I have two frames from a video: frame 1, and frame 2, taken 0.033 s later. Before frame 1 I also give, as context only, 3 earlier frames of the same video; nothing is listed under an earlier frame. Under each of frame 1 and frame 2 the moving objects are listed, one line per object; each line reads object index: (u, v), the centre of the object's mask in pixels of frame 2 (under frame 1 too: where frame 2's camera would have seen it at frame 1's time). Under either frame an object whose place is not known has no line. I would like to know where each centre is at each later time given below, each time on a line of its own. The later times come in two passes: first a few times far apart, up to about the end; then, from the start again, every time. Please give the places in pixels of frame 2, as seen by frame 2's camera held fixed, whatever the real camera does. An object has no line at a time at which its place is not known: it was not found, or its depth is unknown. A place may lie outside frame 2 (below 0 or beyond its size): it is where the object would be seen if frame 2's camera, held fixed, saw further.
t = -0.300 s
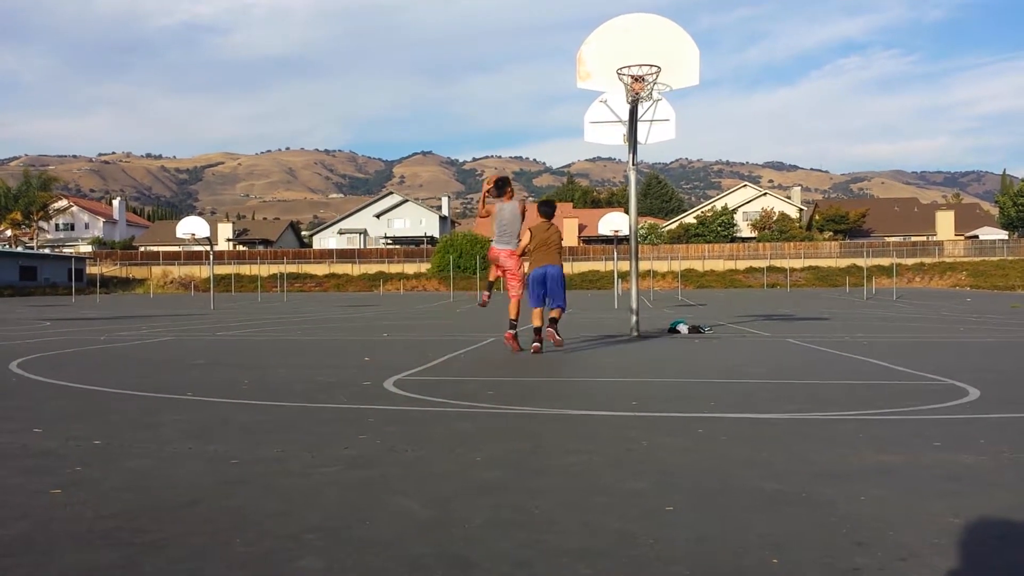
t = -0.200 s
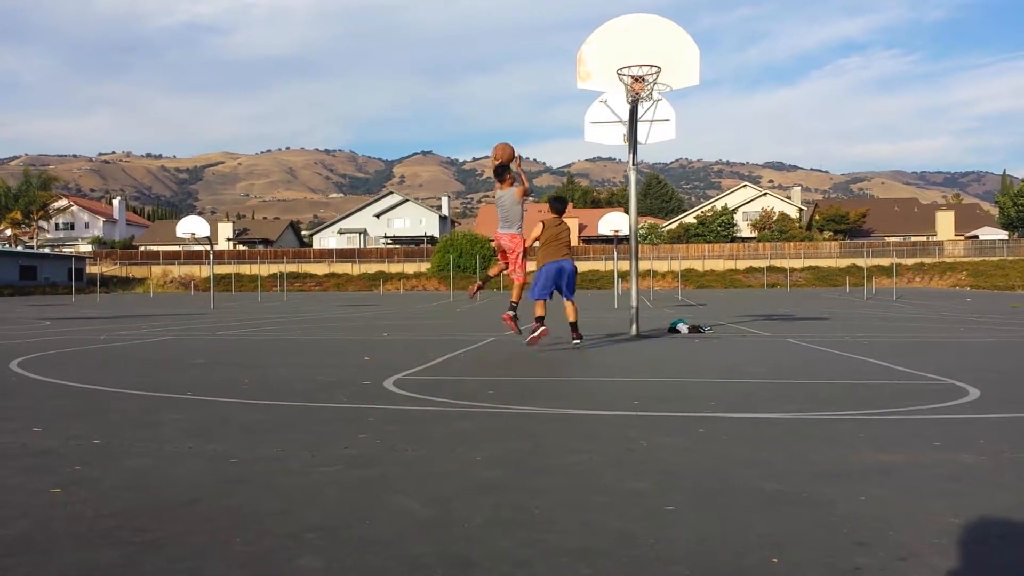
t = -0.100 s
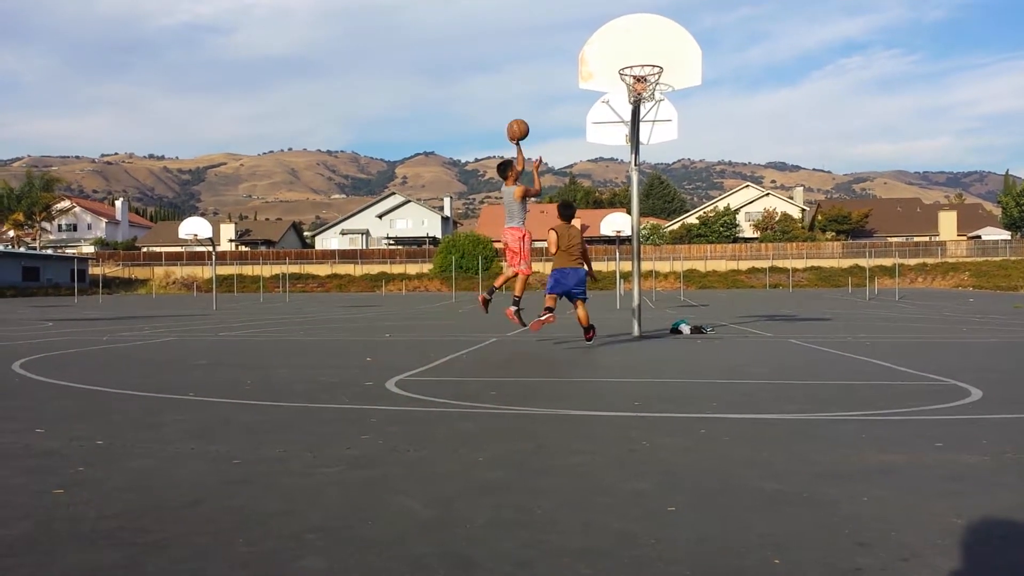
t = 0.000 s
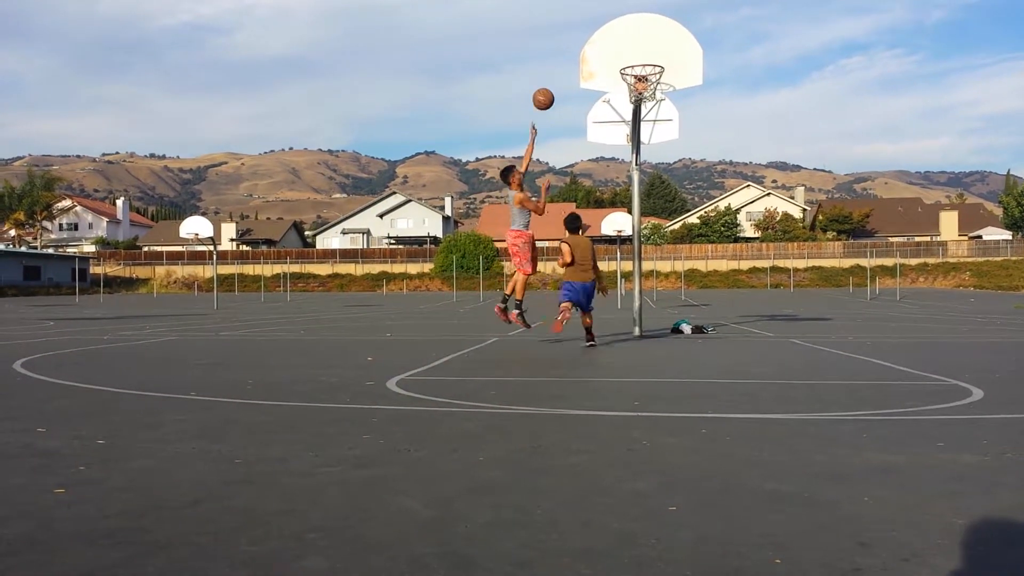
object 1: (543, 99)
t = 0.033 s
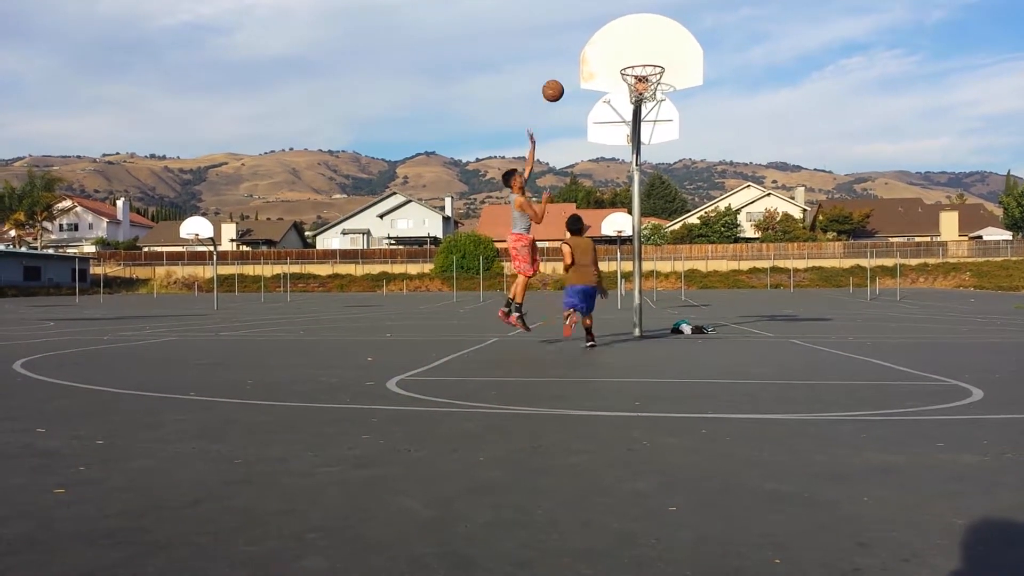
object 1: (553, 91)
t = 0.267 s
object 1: (614, 58)
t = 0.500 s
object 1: (645, 63)
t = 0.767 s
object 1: (644, 87)
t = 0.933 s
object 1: (647, 87)
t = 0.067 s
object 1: (562, 83)
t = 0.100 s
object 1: (571, 76)
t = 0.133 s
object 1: (580, 71)
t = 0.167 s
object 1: (589, 66)
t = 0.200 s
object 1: (599, 62)
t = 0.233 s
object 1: (607, 60)
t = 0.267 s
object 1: (614, 58)
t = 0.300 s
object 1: (619, 56)
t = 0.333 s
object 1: (623, 55)
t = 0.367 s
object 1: (627, 55)
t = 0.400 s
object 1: (632, 56)
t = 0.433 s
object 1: (637, 57)
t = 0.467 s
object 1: (642, 61)
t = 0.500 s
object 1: (645, 63)
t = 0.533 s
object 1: (643, 63)
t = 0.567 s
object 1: (640, 68)
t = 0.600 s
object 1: (639, 71)
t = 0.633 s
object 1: (638, 73)
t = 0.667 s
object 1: (639, 82)
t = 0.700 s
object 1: (641, 87)
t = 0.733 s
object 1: (643, 88)
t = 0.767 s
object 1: (644, 87)
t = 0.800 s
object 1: (646, 87)
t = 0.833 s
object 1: (647, 87)
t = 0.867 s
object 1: (648, 86)
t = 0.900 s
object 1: (648, 87)
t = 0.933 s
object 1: (647, 87)
